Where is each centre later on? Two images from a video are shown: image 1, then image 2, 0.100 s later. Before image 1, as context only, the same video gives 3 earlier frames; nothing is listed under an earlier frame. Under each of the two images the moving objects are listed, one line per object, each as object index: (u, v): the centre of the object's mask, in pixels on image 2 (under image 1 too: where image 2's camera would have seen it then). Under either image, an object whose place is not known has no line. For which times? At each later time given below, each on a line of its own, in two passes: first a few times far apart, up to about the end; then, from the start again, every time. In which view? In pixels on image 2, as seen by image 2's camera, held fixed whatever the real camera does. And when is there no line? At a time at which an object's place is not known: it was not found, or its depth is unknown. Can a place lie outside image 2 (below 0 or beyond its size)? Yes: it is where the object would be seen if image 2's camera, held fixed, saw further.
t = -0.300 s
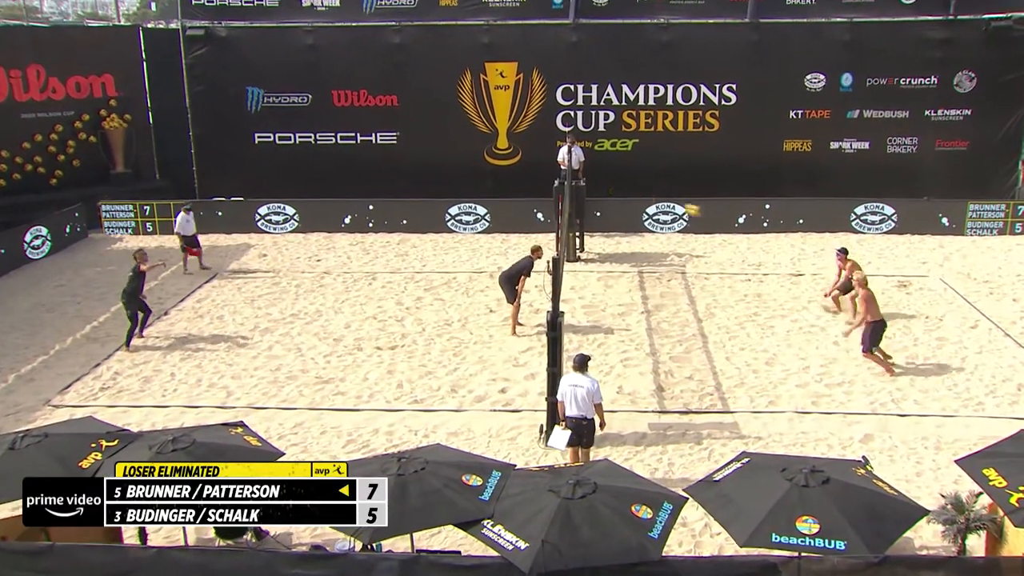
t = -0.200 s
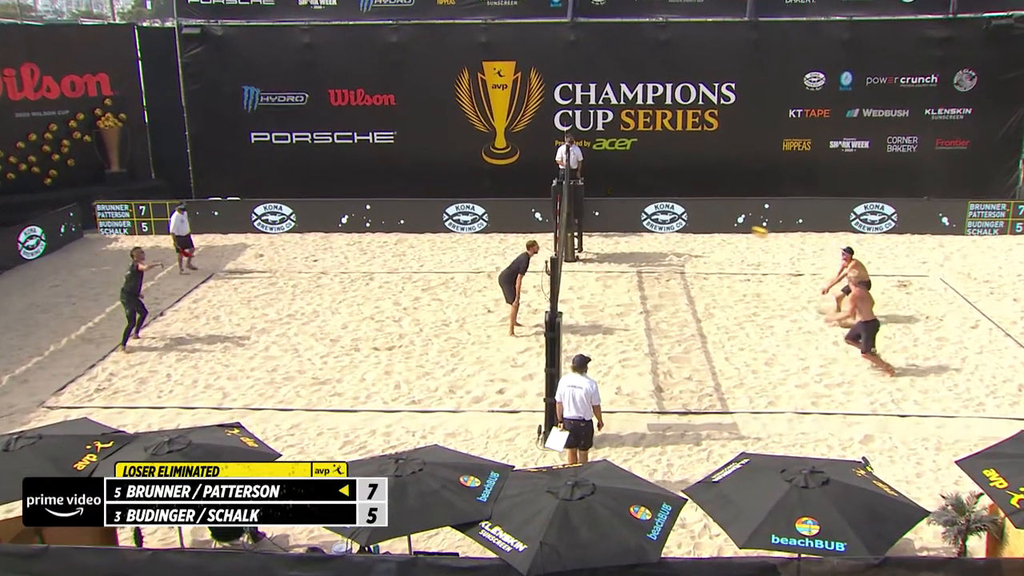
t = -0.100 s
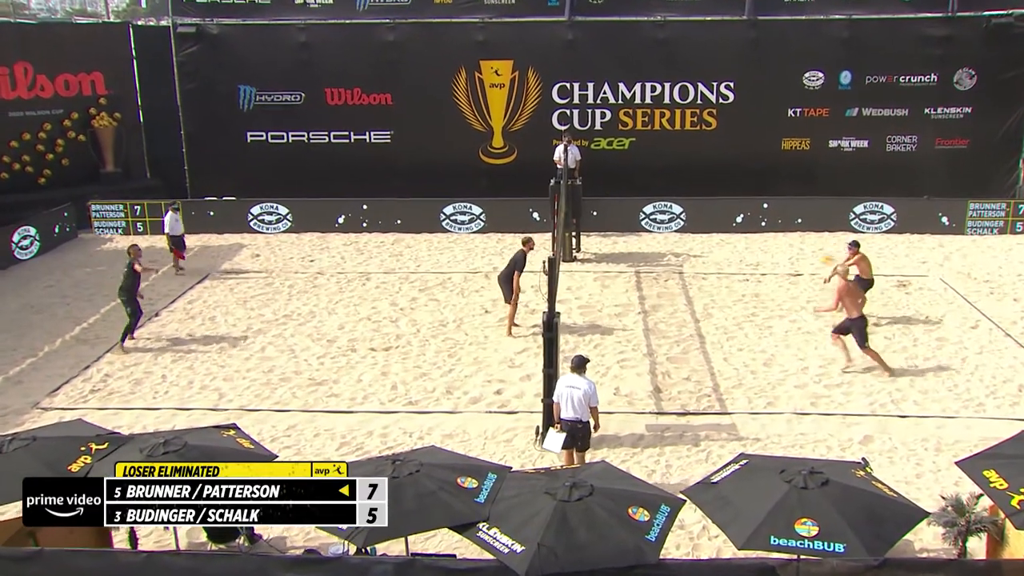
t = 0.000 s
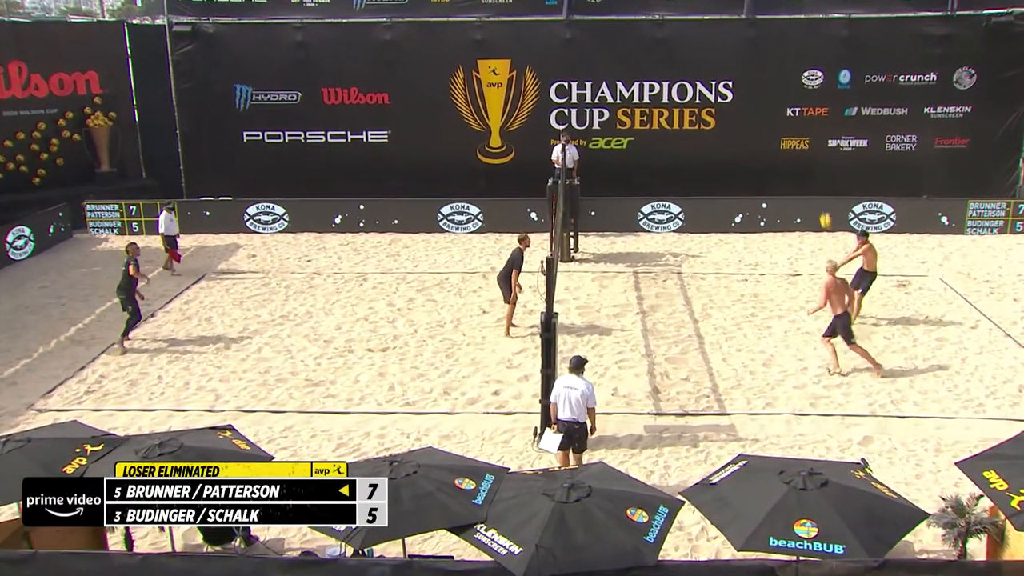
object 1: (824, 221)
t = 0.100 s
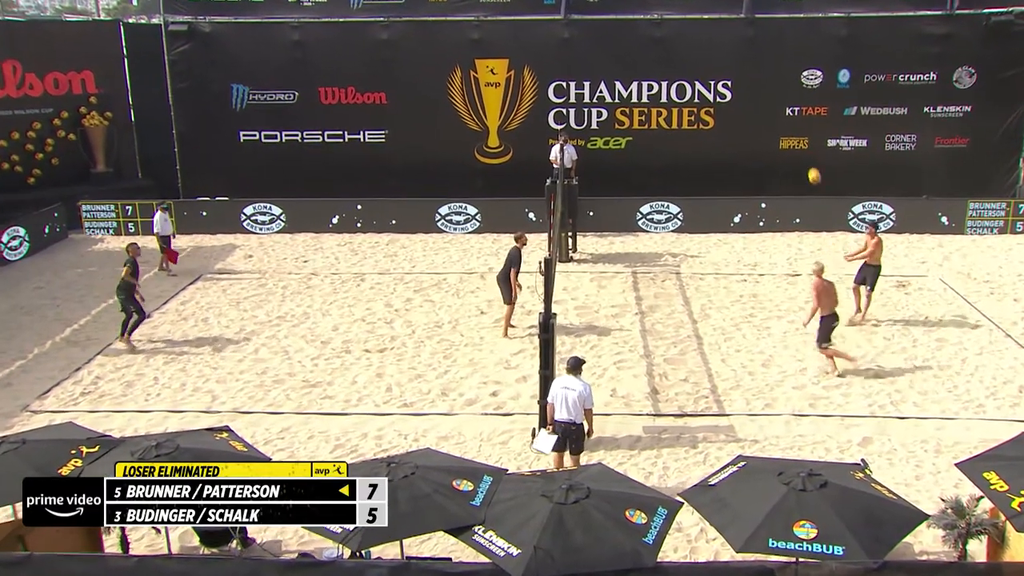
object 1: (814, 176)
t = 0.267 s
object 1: (796, 112)
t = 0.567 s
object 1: (764, 36)
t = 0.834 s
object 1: (736, 12)
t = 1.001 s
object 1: (717, 16)
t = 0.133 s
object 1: (810, 162)
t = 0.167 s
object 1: (807, 148)
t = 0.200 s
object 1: (803, 136)
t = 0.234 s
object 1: (800, 123)
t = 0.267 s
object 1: (796, 112)
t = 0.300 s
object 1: (792, 101)
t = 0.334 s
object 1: (789, 91)
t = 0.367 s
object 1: (786, 81)
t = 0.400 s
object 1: (782, 72)
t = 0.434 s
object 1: (778, 64)
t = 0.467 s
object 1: (775, 56)
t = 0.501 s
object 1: (771, 49)
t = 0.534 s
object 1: (767, 42)
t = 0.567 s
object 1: (764, 36)
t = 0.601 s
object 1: (760, 31)
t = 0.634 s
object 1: (757, 27)
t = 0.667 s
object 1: (753, 22)
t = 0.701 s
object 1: (749, 19)
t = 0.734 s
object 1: (746, 16)
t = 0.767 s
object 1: (742, 14)
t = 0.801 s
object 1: (739, 13)
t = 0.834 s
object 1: (736, 12)
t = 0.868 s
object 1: (732, 12)
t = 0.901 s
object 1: (728, 12)
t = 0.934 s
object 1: (724, 13)
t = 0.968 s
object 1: (721, 14)
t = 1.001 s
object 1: (717, 16)
